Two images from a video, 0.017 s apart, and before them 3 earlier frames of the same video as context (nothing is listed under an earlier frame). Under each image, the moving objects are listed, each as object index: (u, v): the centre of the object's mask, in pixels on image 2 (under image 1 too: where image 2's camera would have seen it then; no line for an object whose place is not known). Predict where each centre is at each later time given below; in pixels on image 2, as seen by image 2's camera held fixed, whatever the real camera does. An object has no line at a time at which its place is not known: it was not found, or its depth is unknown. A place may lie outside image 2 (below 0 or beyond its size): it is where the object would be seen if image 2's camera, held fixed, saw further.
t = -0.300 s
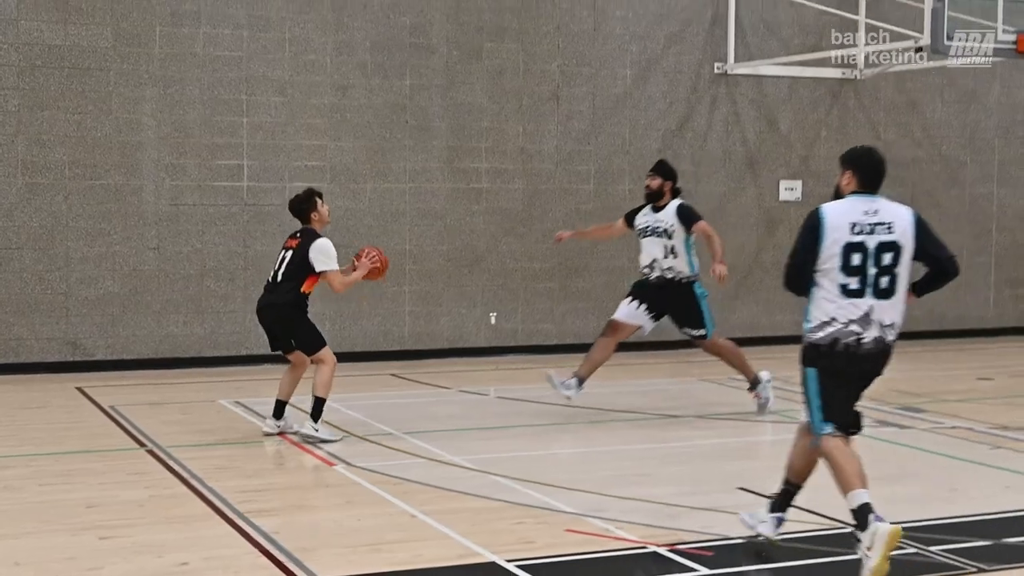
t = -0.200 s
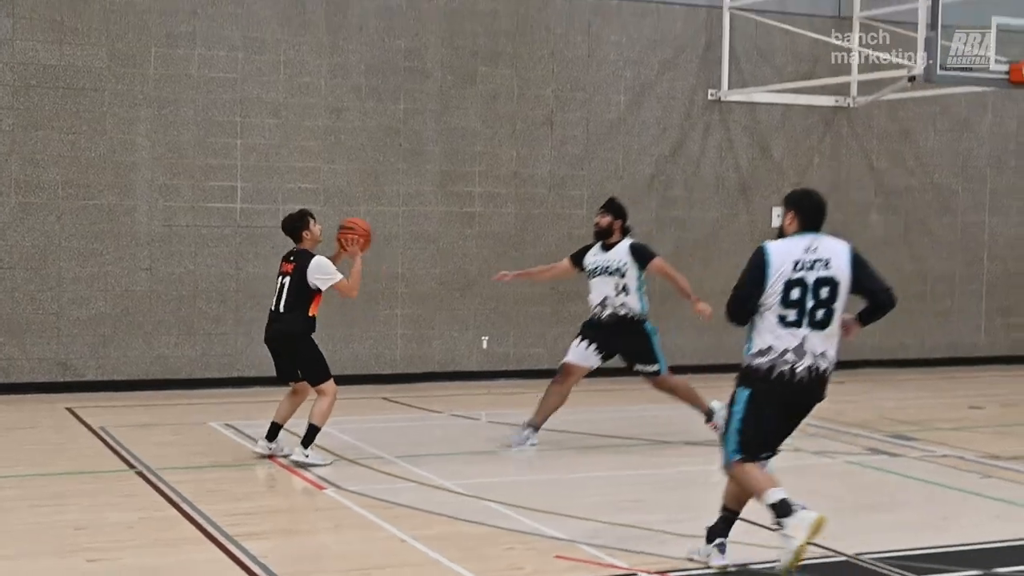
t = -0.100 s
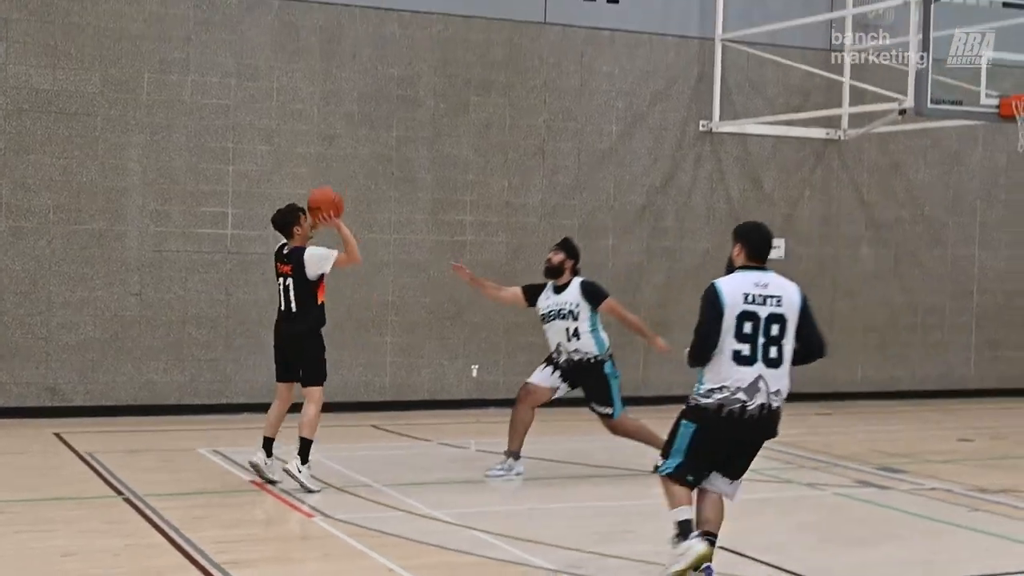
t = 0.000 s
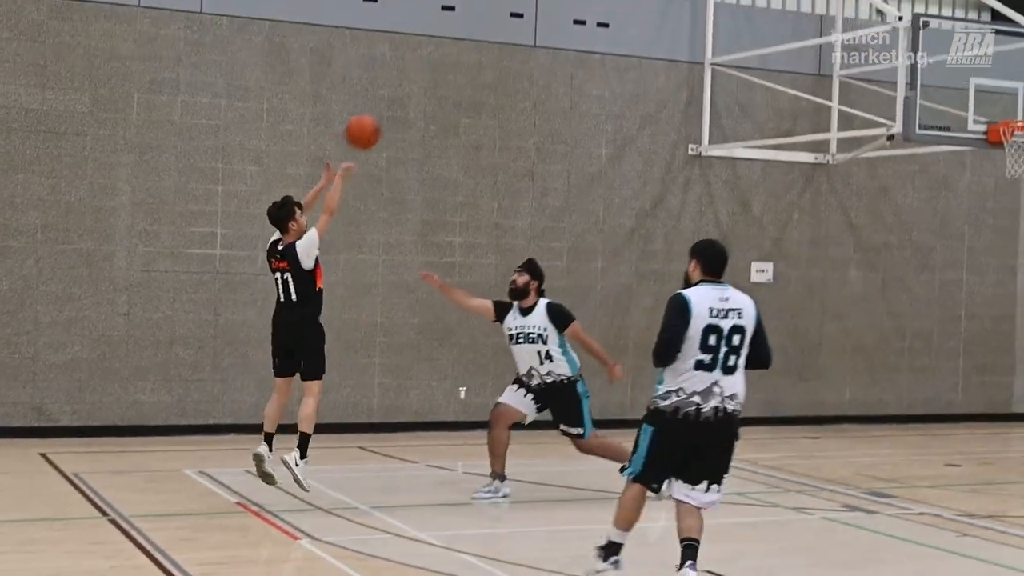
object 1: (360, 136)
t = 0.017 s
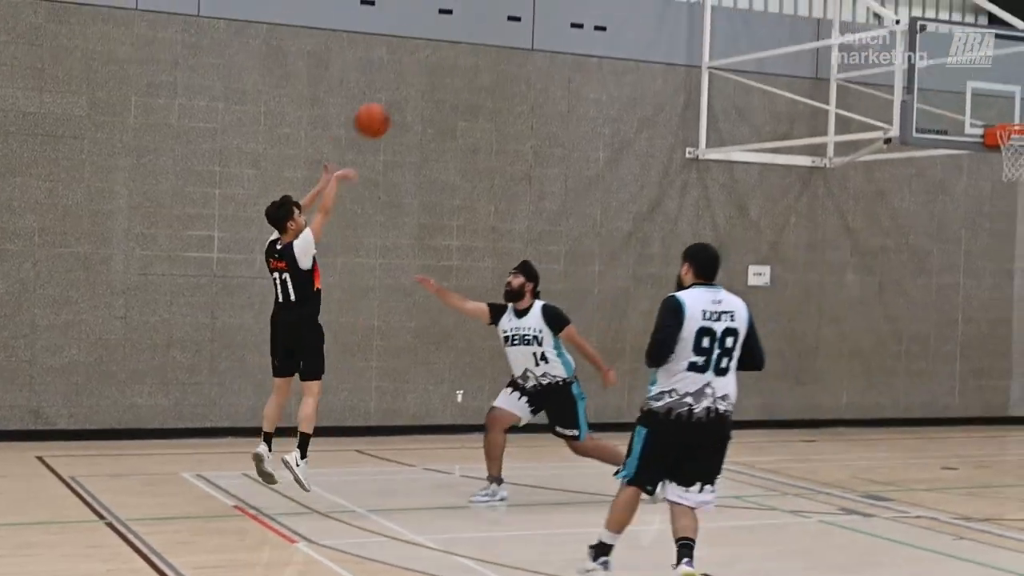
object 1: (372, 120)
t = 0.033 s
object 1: (385, 106)
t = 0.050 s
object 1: (397, 91)
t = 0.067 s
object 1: (410, 77)
